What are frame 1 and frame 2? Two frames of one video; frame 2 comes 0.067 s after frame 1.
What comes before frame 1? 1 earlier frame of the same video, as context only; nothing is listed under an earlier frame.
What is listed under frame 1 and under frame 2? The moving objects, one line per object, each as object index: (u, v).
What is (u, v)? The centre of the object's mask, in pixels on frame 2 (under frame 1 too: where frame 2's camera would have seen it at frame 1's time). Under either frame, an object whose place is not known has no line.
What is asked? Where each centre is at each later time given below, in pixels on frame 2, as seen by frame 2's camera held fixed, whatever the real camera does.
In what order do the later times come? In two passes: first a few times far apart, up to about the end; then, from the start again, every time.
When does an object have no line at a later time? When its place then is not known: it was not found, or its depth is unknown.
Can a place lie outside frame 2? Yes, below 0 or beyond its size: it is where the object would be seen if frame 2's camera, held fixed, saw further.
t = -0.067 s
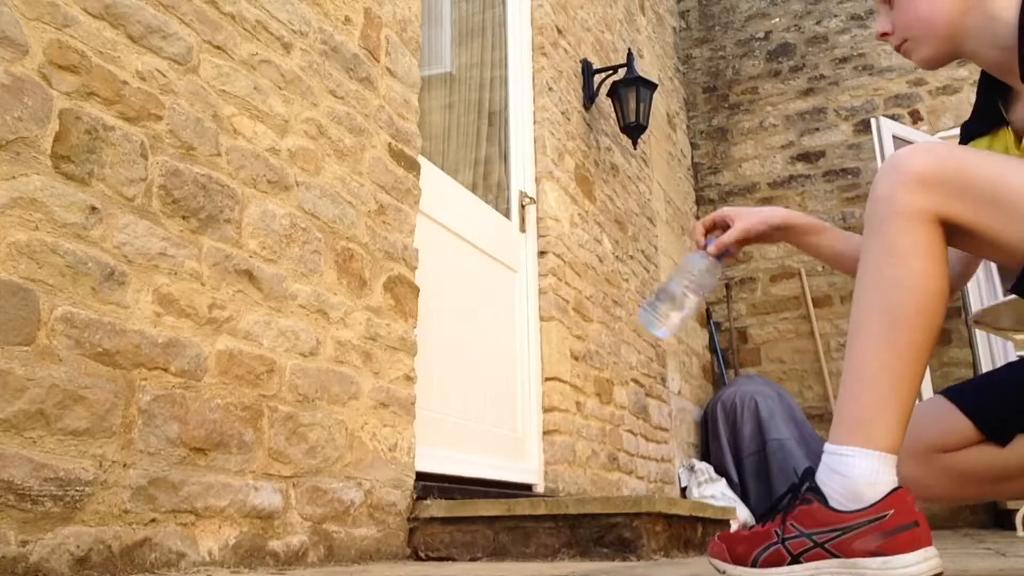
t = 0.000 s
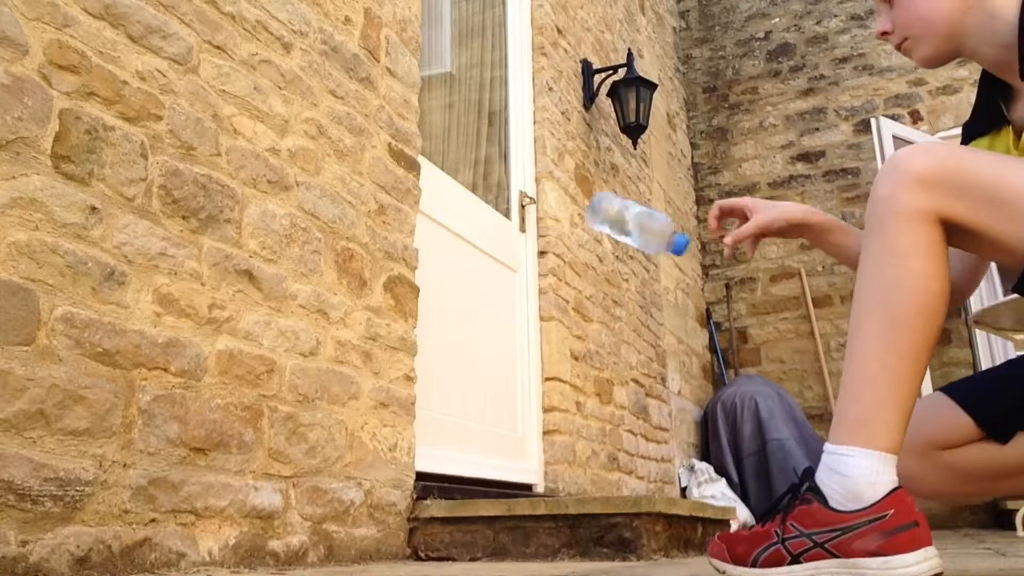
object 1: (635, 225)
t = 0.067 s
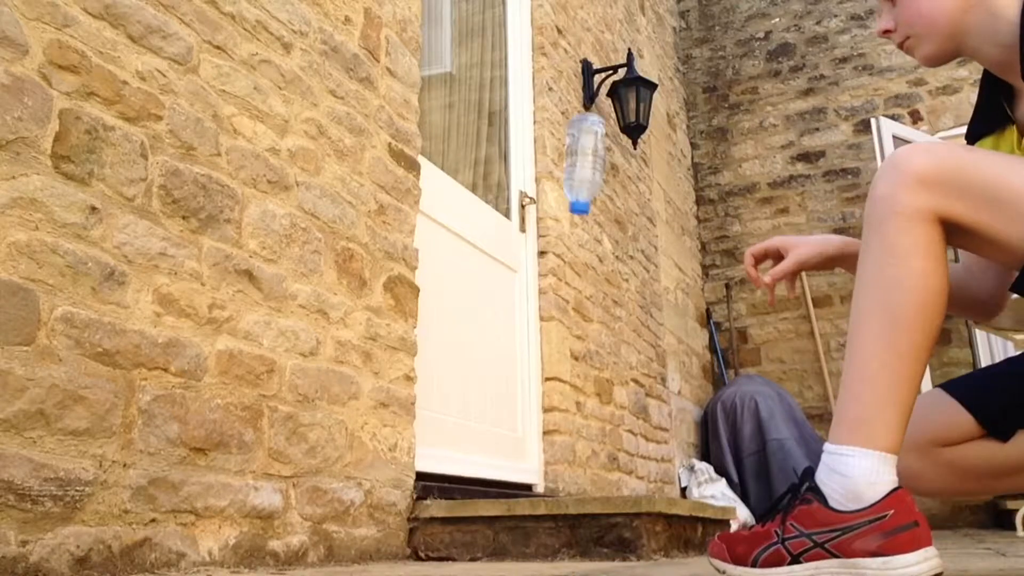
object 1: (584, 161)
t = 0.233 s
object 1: (499, 118)
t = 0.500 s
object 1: (375, 407)
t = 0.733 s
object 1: (340, 555)
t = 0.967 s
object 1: (342, 556)
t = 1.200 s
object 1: (342, 556)
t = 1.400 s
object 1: (342, 555)
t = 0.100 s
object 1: (566, 139)
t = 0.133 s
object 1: (548, 123)
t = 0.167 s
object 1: (531, 115)
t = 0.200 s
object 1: (515, 113)
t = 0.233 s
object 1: (499, 118)
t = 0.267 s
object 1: (485, 129)
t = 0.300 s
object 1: (471, 146)
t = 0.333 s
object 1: (457, 171)
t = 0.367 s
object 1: (442, 203)
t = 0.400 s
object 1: (426, 242)
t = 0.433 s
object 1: (410, 288)
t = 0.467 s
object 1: (393, 343)
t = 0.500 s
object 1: (375, 407)
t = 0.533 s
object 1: (355, 483)
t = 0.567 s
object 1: (344, 540)
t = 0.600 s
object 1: (344, 552)
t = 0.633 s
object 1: (344, 552)
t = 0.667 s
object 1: (343, 552)
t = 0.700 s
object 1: (341, 555)
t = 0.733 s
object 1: (340, 555)
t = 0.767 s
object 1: (341, 555)
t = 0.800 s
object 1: (341, 555)
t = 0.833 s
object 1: (341, 555)
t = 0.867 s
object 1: (341, 555)
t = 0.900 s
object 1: (342, 556)
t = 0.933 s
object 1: (342, 556)
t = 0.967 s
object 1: (342, 556)
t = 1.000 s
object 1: (342, 556)
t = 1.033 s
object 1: (342, 555)
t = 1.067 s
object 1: (342, 556)
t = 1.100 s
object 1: (342, 556)
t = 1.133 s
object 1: (342, 555)
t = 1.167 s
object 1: (342, 555)
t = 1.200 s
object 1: (342, 556)
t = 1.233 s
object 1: (342, 556)
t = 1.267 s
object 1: (342, 556)
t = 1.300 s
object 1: (342, 555)
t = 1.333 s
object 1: (342, 555)
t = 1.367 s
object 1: (342, 555)
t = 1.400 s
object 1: (342, 555)
